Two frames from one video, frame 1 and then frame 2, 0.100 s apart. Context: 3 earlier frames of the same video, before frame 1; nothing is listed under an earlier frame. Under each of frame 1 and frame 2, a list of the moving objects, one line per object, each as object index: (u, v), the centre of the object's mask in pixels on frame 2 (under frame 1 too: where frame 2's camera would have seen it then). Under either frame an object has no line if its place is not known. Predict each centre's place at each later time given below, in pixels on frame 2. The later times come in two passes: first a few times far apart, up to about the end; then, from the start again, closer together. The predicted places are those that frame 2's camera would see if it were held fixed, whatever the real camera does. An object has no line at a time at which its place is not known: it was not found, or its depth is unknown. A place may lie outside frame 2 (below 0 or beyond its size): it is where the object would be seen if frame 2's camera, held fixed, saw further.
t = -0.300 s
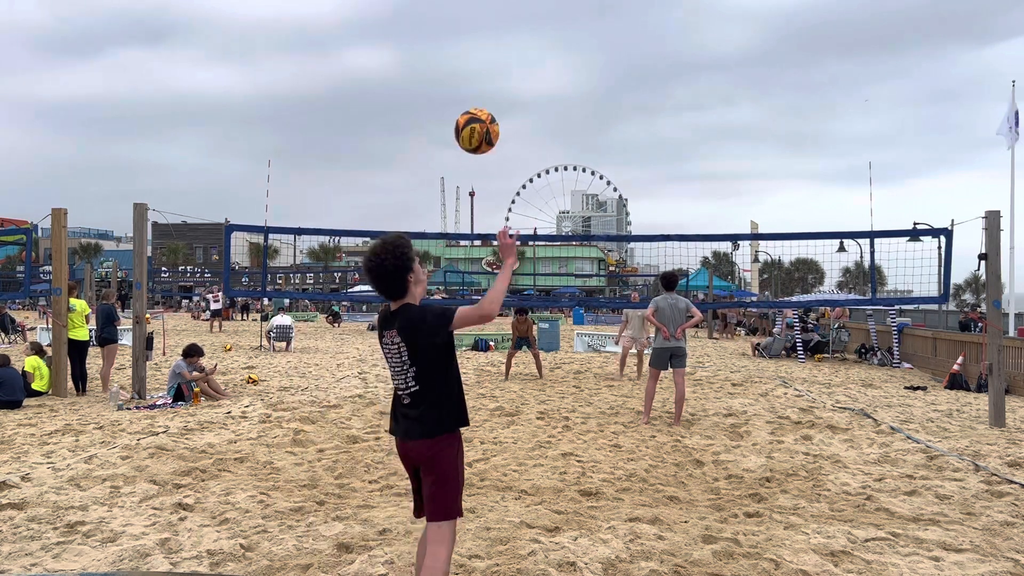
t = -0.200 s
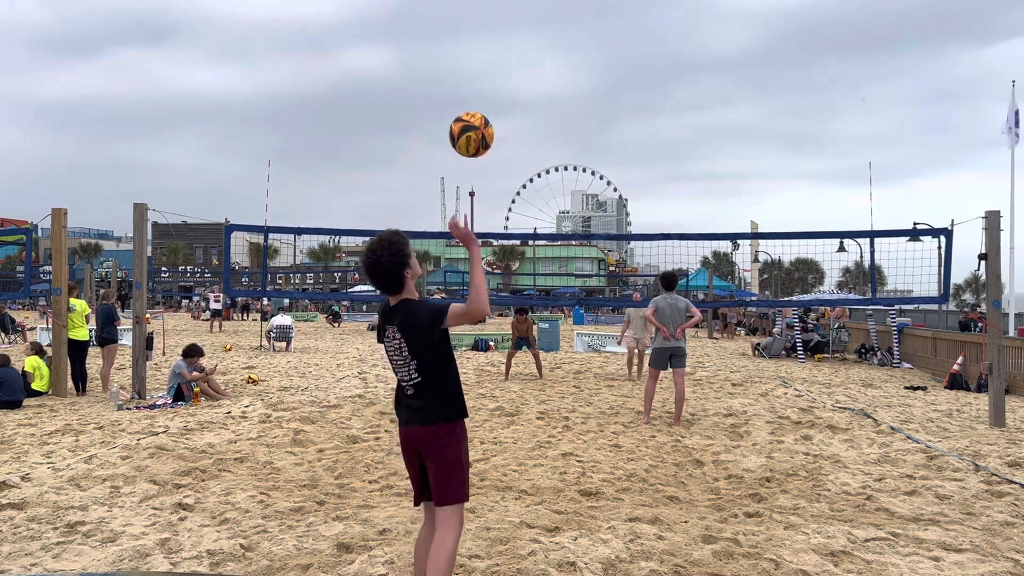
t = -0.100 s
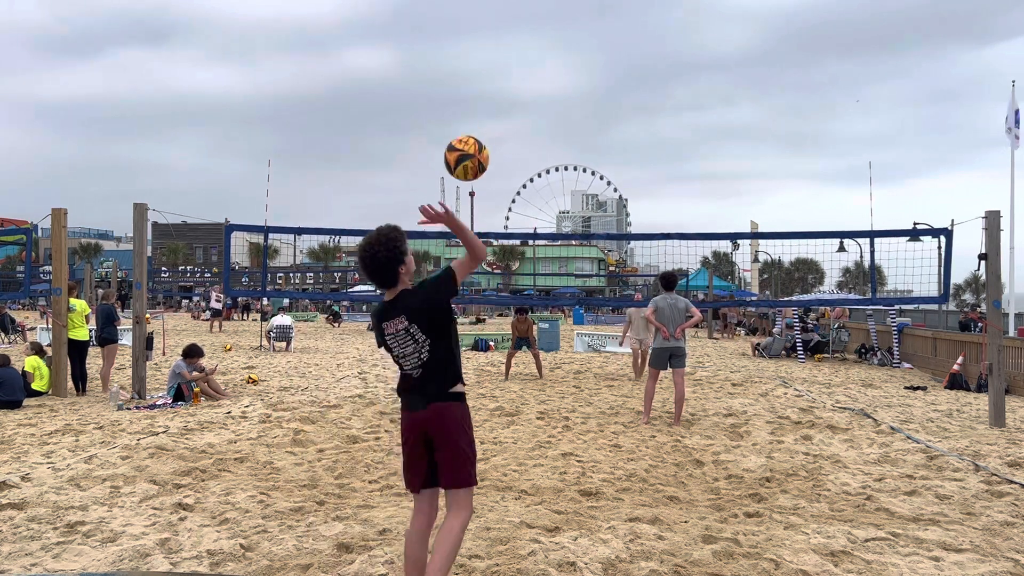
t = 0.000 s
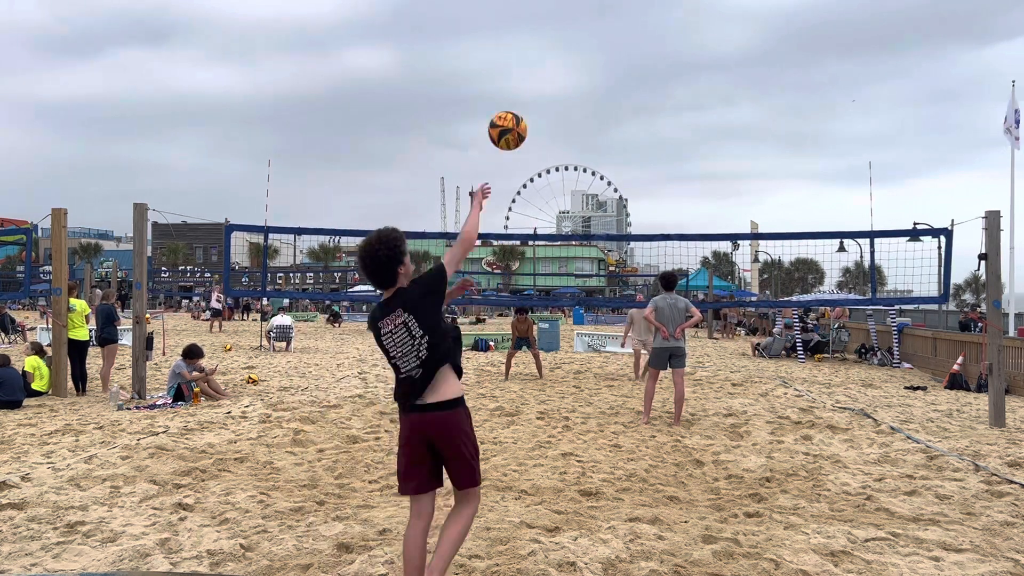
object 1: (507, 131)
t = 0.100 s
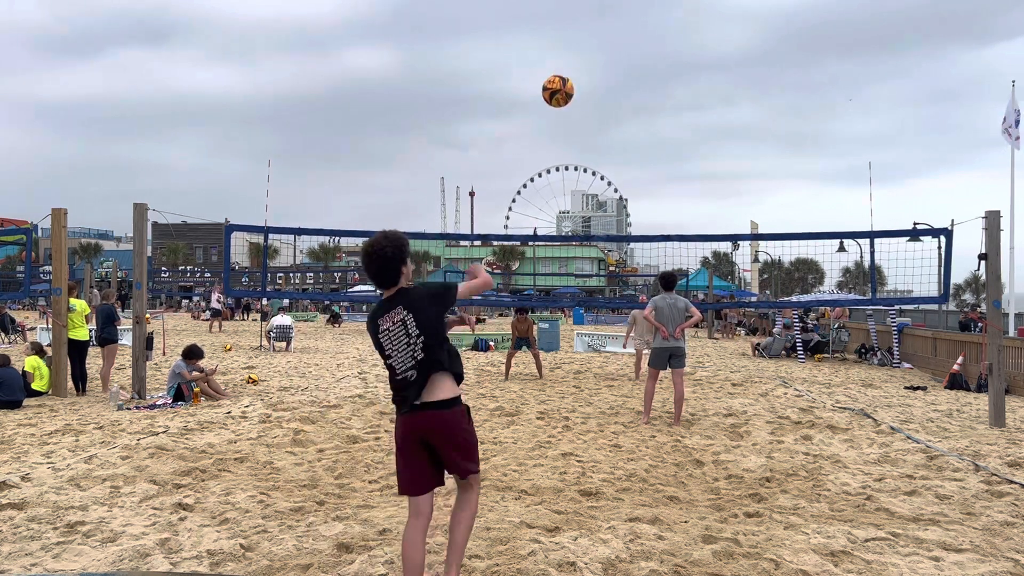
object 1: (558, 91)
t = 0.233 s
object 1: (600, 74)
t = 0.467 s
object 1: (639, 95)
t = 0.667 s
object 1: (660, 136)
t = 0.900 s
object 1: (675, 203)
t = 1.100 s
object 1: (684, 268)
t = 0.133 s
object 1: (570, 84)
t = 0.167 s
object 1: (582, 79)
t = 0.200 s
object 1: (591, 76)
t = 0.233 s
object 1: (600, 74)
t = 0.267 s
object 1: (608, 74)
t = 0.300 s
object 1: (614, 75)
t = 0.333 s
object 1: (620, 78)
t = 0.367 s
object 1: (626, 81)
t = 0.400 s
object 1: (630, 85)
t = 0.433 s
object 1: (635, 90)
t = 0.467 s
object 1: (639, 95)
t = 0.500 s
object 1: (643, 100)
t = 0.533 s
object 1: (647, 107)
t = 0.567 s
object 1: (650, 114)
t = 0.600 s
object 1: (653, 121)
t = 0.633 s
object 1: (657, 128)
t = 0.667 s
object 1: (660, 136)
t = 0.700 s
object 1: (662, 145)
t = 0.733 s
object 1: (665, 154)
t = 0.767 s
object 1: (667, 163)
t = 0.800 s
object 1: (669, 173)
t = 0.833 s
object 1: (671, 183)
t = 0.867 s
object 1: (673, 193)
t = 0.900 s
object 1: (675, 203)
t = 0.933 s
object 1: (676, 214)
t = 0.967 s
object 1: (678, 225)
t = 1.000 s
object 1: (679, 232)
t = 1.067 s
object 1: (682, 258)
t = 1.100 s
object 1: (684, 268)
